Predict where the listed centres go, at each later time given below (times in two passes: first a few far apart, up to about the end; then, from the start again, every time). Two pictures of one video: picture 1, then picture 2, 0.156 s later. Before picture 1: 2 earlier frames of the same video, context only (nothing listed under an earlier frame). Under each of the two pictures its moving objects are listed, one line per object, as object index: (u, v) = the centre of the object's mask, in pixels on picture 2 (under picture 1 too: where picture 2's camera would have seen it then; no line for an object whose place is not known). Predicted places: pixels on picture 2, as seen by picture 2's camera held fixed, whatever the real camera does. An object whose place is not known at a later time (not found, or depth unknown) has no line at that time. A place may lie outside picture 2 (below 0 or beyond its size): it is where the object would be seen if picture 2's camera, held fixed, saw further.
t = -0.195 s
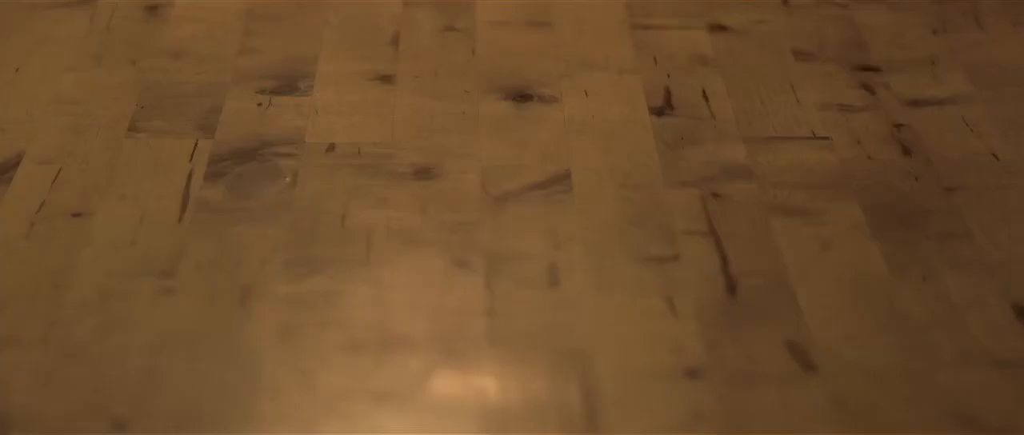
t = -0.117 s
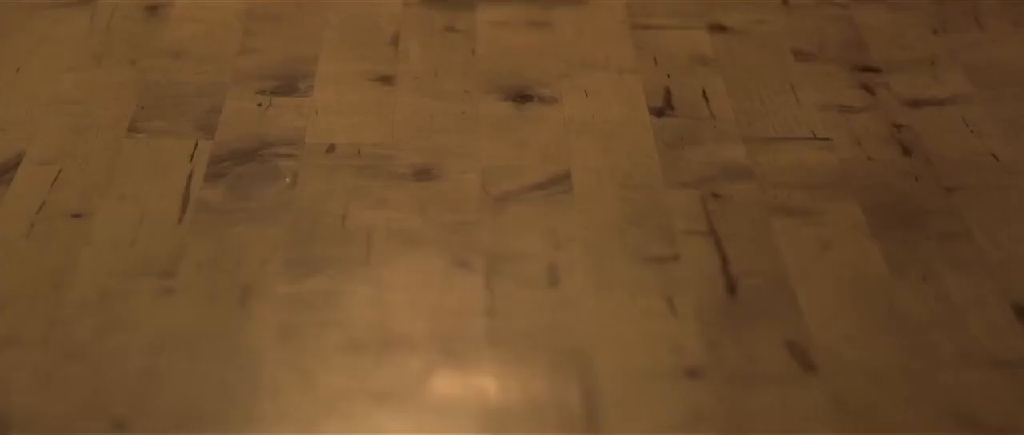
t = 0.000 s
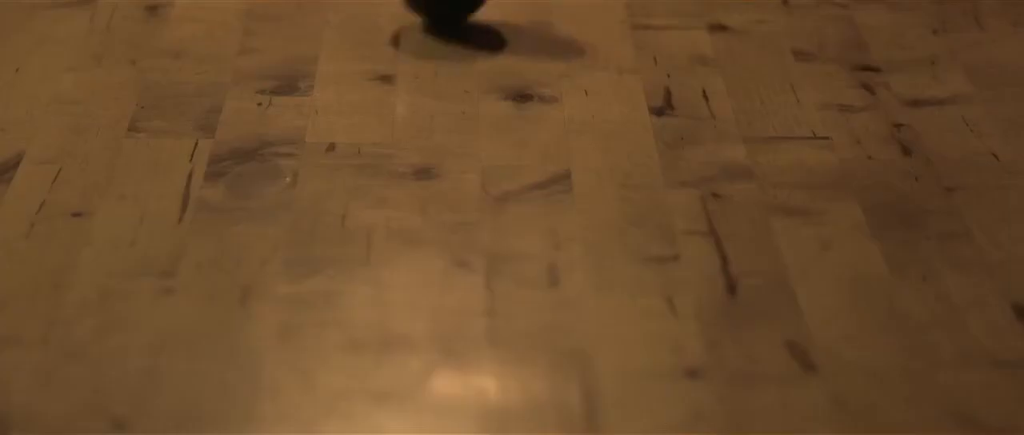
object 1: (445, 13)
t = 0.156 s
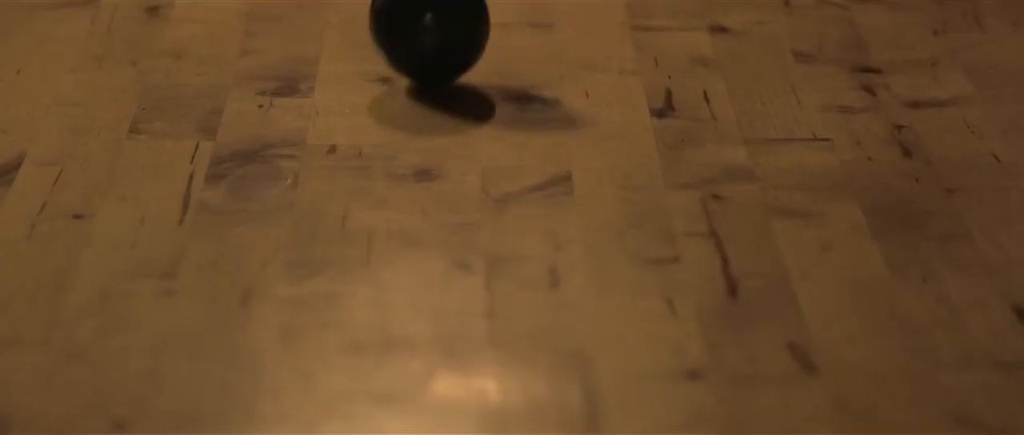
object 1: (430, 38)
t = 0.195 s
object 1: (424, 46)
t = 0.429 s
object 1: (399, 121)
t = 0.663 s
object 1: (378, 192)
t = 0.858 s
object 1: (356, 242)
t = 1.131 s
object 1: (342, 280)
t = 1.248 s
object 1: (346, 286)
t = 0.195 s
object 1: (424, 46)
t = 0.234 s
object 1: (421, 54)
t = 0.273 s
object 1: (417, 64)
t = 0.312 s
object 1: (412, 80)
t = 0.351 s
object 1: (408, 93)
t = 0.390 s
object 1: (404, 106)
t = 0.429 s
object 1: (399, 121)
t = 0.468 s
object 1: (394, 133)
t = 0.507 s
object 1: (390, 144)
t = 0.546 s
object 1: (387, 156)
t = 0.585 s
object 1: (384, 170)
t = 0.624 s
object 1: (381, 182)
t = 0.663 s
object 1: (378, 192)
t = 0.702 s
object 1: (375, 203)
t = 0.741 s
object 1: (371, 215)
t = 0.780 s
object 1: (366, 226)
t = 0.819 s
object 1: (361, 234)
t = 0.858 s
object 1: (356, 242)
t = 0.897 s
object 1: (351, 249)
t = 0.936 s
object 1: (347, 256)
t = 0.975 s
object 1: (345, 262)
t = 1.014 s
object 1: (343, 267)
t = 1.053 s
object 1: (342, 272)
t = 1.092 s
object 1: (342, 276)
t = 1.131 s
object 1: (342, 280)
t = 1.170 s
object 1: (342, 282)
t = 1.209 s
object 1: (343, 284)
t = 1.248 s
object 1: (346, 286)
